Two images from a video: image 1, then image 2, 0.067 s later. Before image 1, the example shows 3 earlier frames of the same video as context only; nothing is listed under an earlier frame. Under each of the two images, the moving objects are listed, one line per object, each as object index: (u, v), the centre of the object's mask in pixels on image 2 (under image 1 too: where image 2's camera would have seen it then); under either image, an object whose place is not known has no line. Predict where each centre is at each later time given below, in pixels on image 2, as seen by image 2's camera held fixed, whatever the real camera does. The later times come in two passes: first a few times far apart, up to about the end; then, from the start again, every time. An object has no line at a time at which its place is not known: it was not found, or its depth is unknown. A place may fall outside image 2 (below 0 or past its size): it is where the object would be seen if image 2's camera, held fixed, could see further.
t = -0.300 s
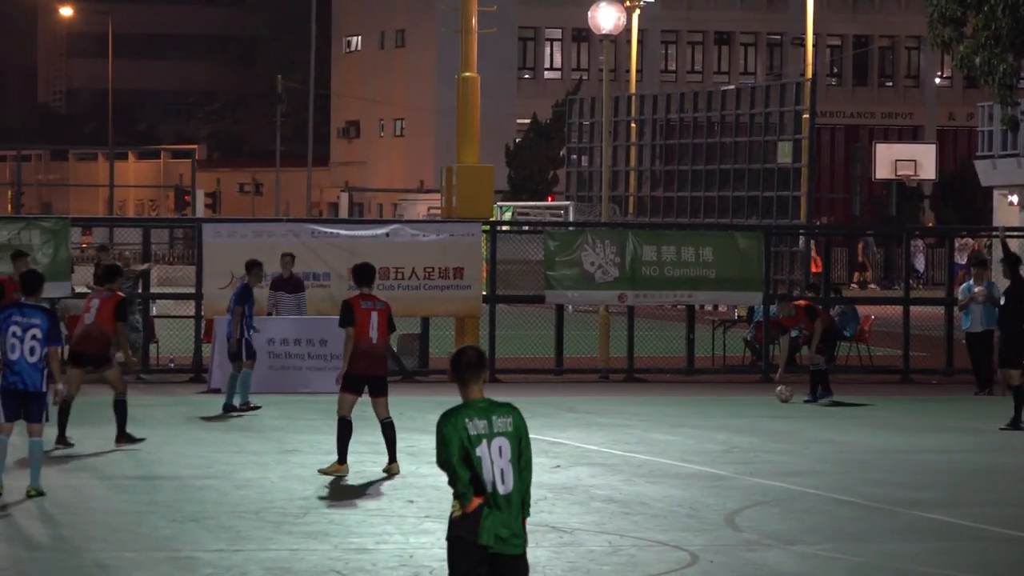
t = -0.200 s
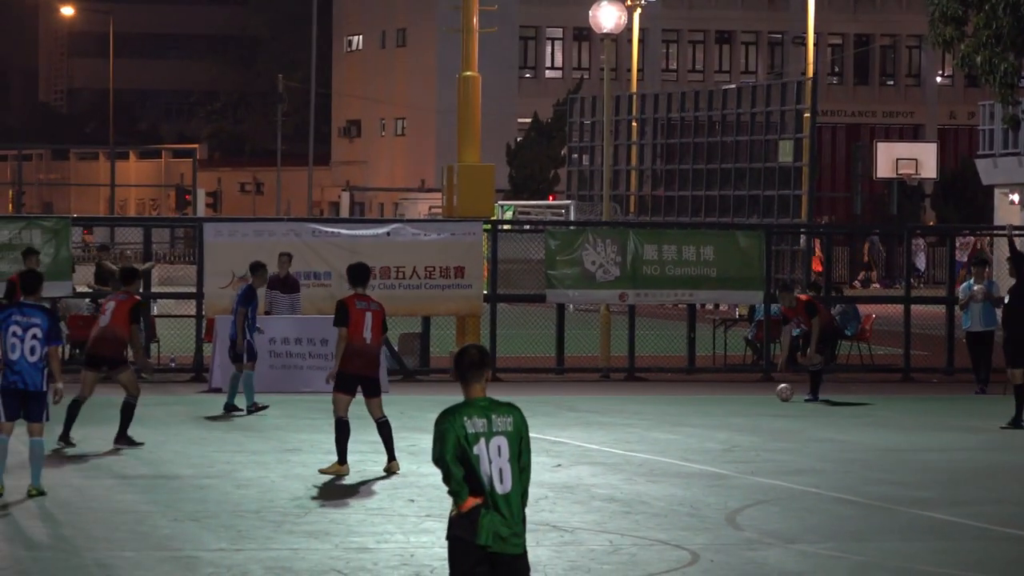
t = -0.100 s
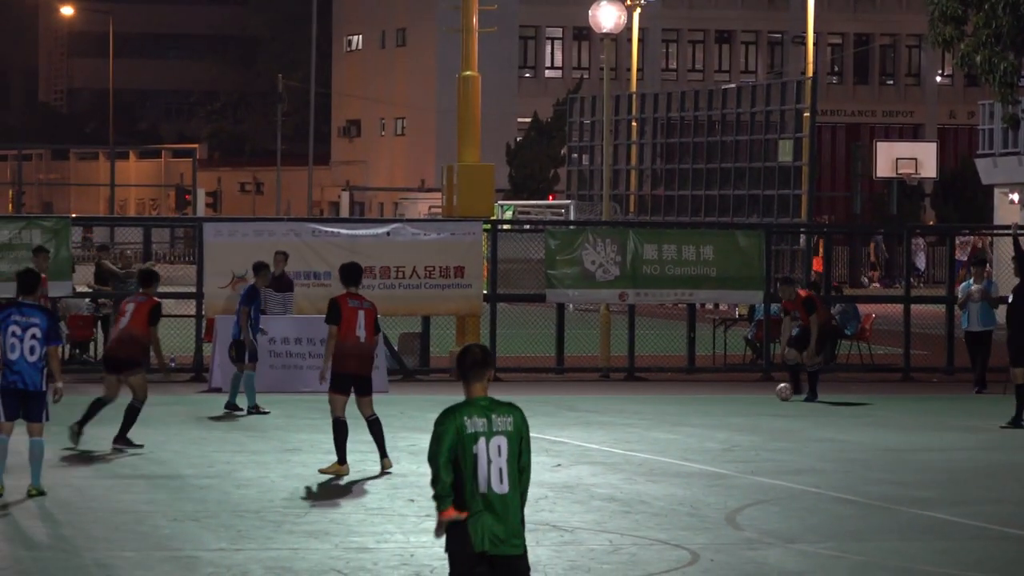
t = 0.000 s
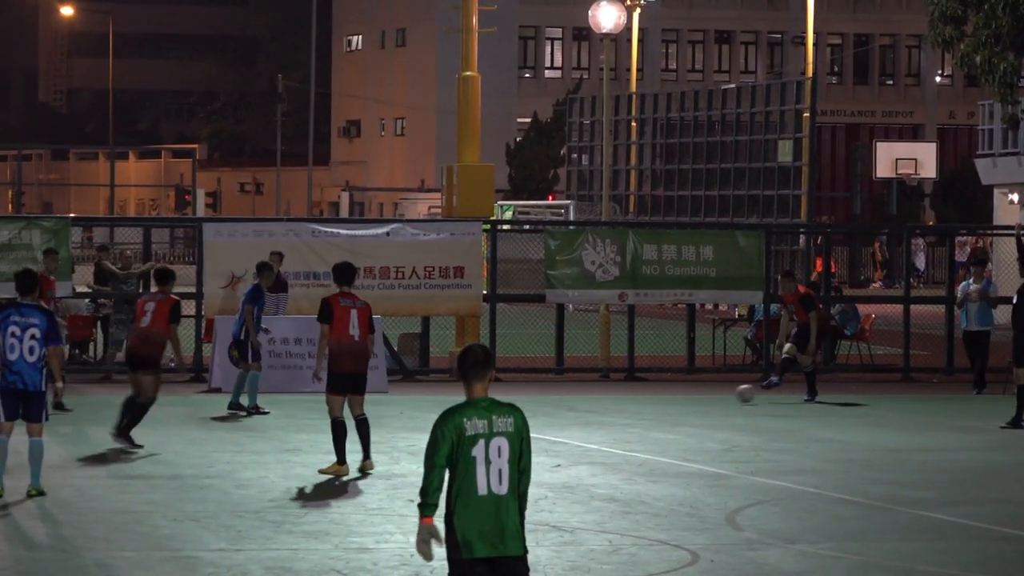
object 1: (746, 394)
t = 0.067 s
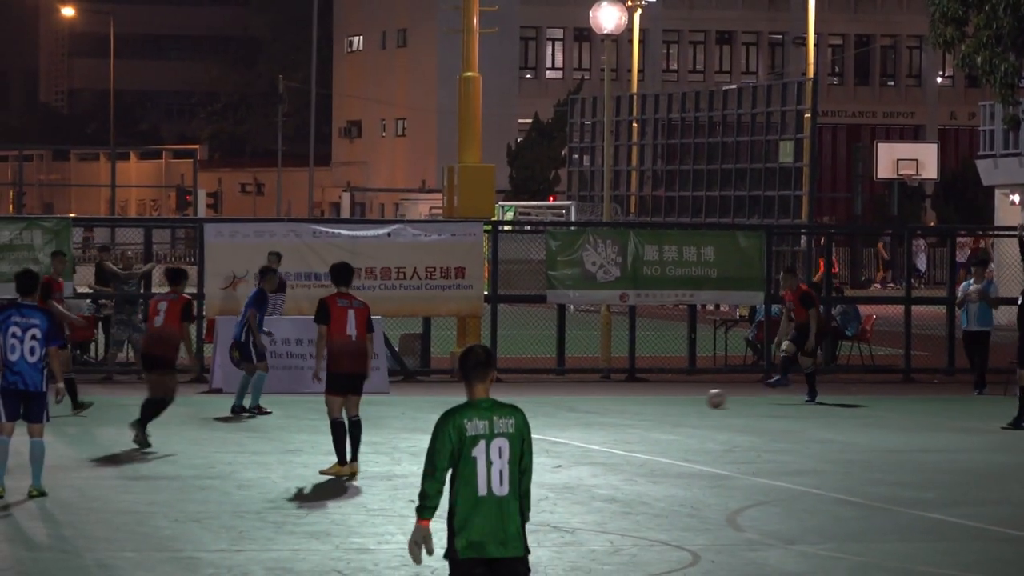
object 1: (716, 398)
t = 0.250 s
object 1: (636, 406)
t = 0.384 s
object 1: (582, 411)
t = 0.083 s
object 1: (708, 399)
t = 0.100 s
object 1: (701, 399)
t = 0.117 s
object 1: (693, 399)
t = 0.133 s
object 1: (686, 400)
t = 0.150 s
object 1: (678, 401)
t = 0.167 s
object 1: (671, 402)
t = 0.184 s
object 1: (664, 403)
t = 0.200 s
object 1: (657, 404)
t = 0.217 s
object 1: (650, 405)
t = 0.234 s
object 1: (643, 405)
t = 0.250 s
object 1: (636, 406)
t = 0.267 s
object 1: (630, 406)
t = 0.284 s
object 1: (623, 407)
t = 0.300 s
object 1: (616, 408)
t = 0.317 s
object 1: (609, 409)
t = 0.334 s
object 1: (602, 409)
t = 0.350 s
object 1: (595, 410)
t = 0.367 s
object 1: (589, 410)
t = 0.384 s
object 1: (582, 411)
